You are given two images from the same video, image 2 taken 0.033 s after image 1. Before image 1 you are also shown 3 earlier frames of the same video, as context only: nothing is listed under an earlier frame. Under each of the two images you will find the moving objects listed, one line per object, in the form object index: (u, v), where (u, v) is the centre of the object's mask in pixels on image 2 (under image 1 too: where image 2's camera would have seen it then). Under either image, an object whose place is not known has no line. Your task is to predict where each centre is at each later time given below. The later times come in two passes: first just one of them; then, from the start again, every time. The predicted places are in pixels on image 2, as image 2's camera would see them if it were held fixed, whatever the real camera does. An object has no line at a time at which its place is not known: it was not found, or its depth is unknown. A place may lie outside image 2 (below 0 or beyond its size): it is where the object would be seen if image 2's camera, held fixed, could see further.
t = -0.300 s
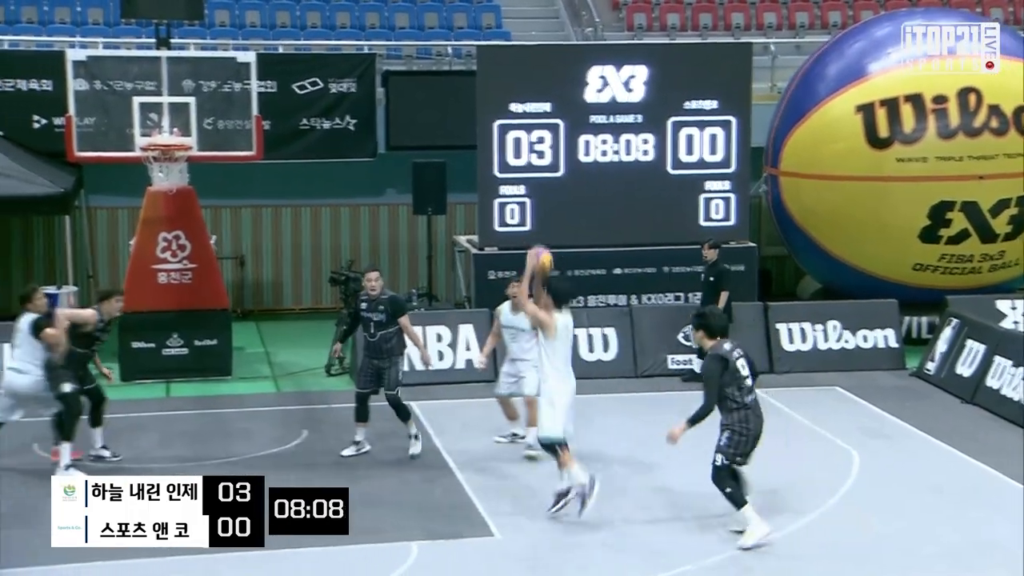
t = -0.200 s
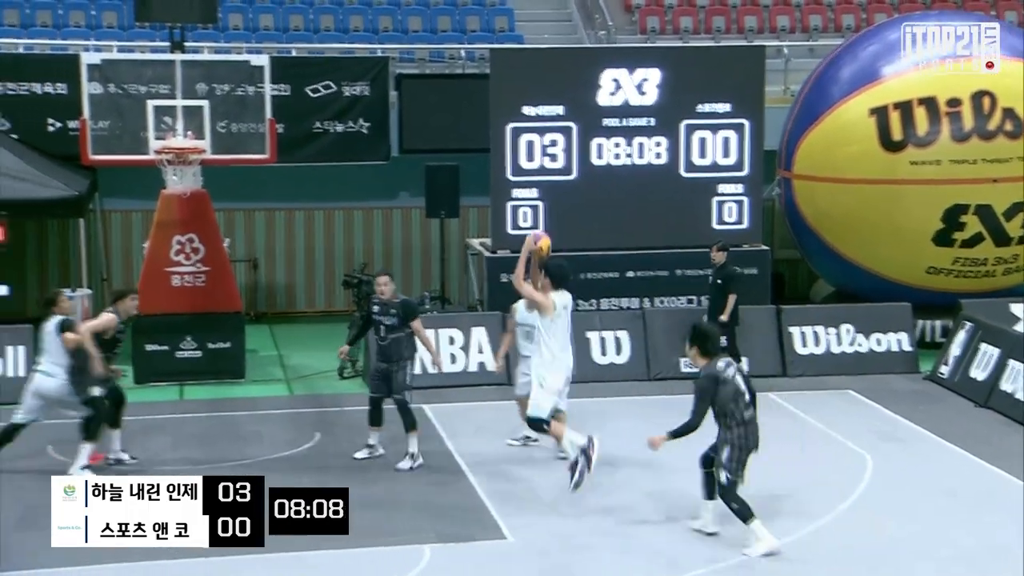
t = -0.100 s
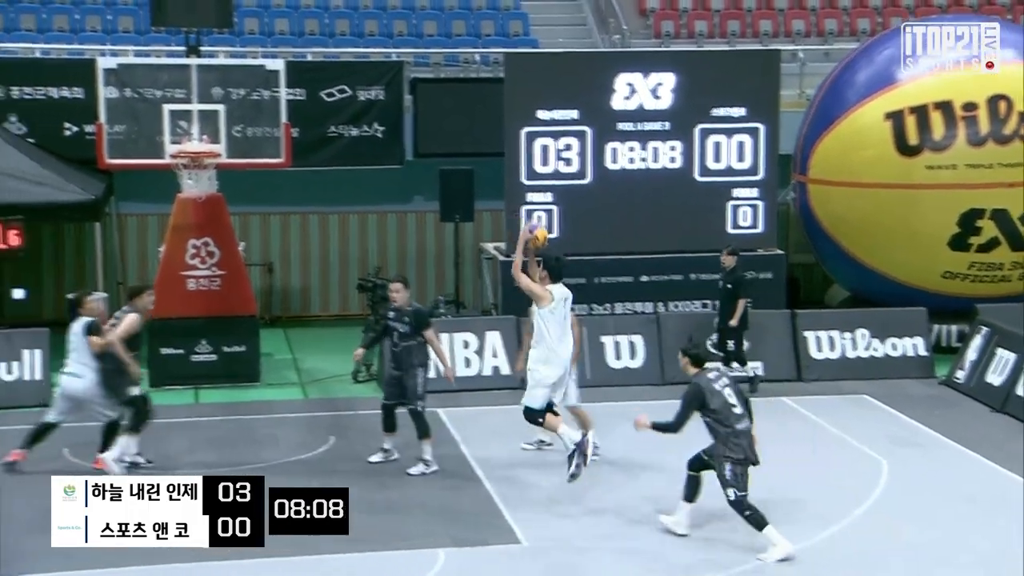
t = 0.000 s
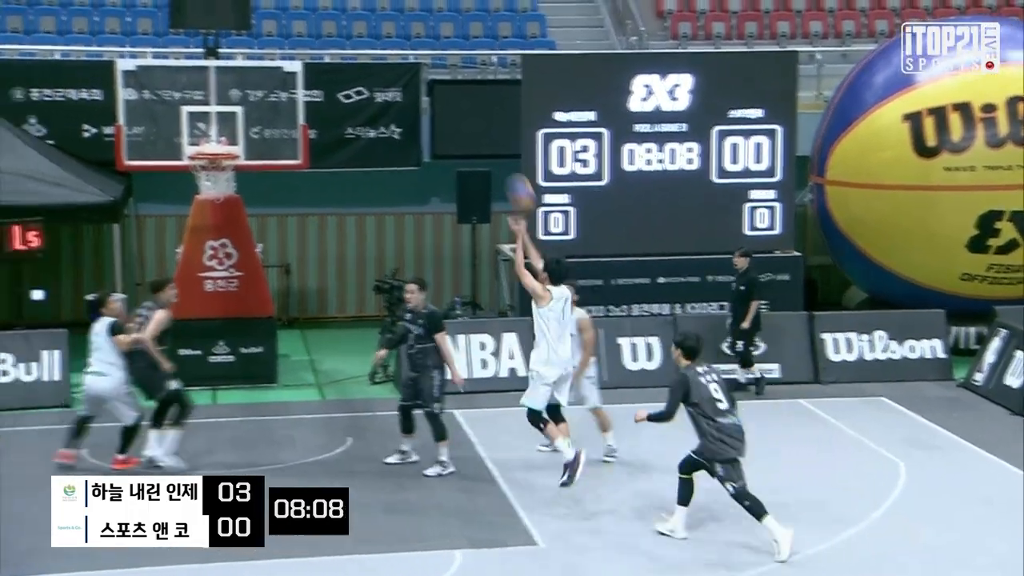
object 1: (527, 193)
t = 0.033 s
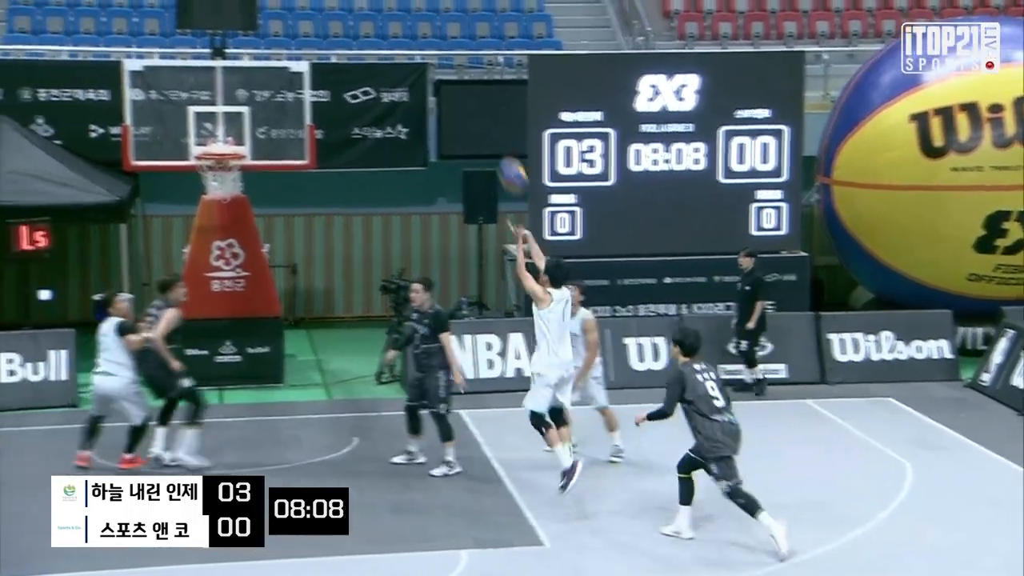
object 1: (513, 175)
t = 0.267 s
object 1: (420, 87)
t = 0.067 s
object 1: (499, 159)
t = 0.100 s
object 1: (484, 142)
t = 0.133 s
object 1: (471, 128)
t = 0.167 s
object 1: (458, 116)
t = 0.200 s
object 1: (446, 105)
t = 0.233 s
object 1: (433, 94)
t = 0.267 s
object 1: (420, 87)
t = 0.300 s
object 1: (407, 80)
